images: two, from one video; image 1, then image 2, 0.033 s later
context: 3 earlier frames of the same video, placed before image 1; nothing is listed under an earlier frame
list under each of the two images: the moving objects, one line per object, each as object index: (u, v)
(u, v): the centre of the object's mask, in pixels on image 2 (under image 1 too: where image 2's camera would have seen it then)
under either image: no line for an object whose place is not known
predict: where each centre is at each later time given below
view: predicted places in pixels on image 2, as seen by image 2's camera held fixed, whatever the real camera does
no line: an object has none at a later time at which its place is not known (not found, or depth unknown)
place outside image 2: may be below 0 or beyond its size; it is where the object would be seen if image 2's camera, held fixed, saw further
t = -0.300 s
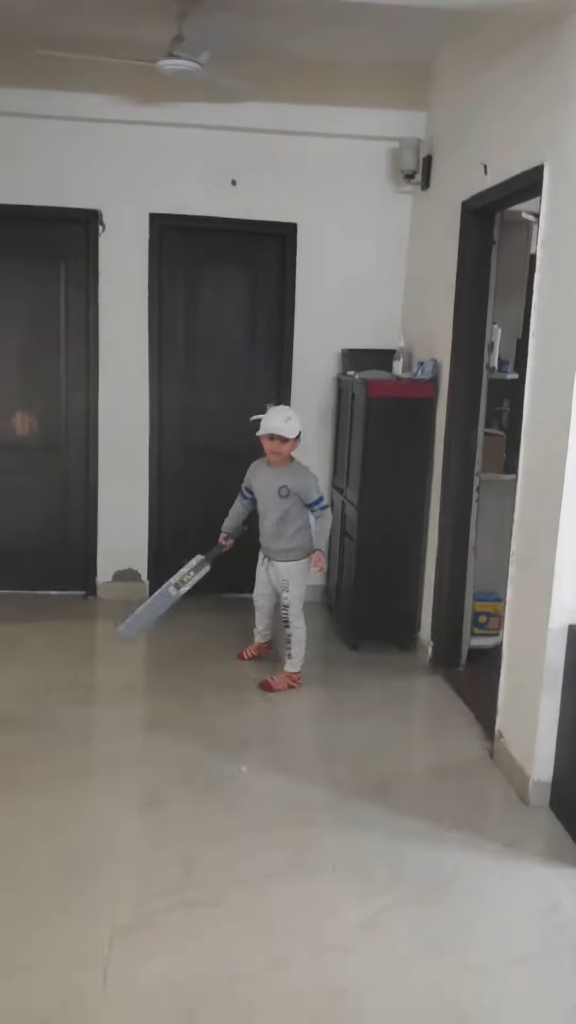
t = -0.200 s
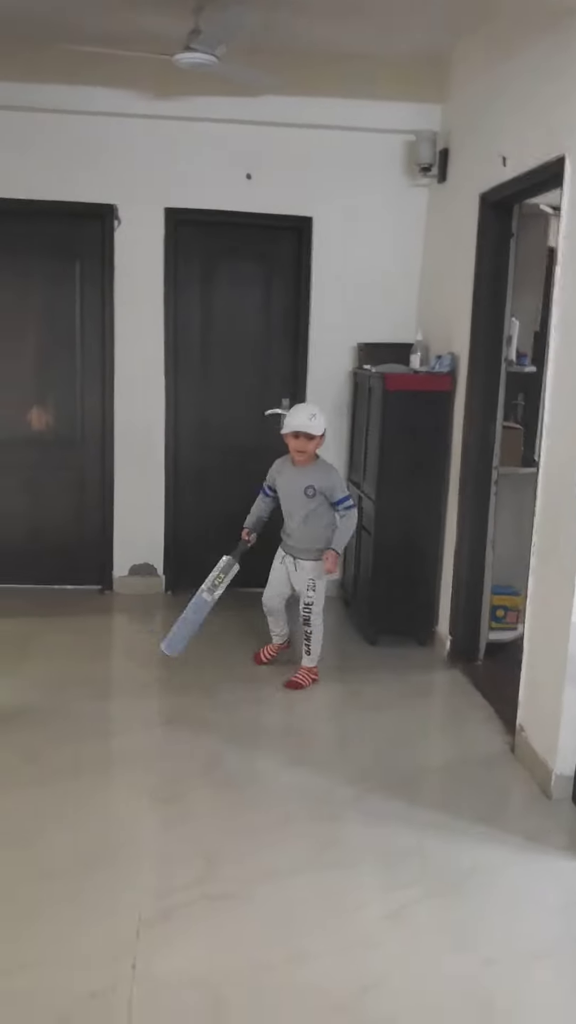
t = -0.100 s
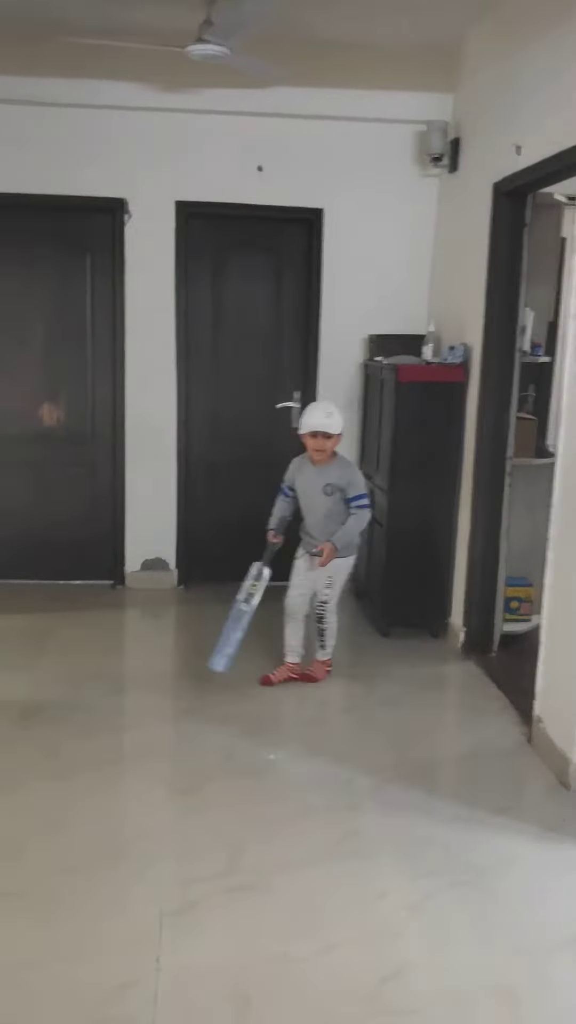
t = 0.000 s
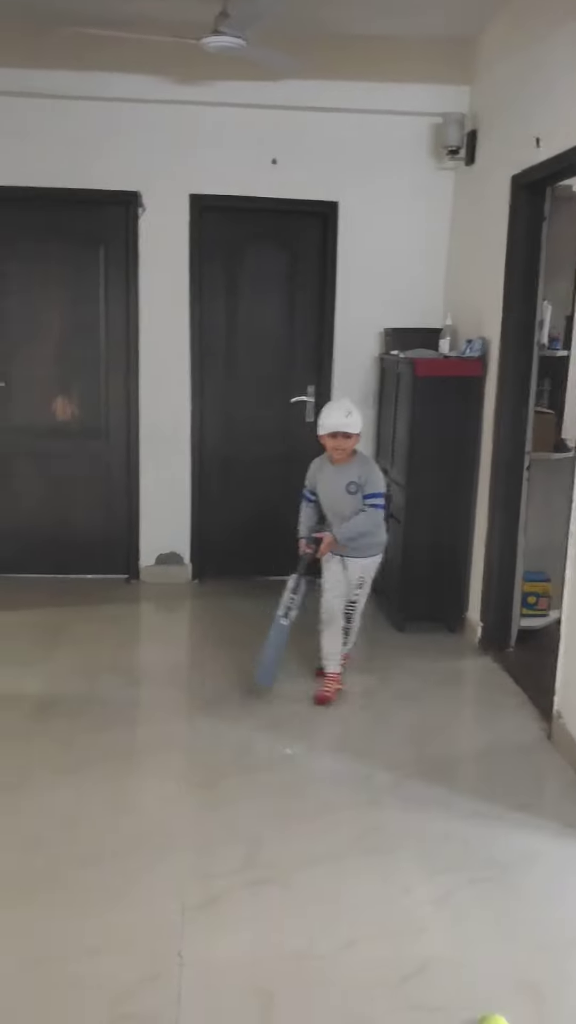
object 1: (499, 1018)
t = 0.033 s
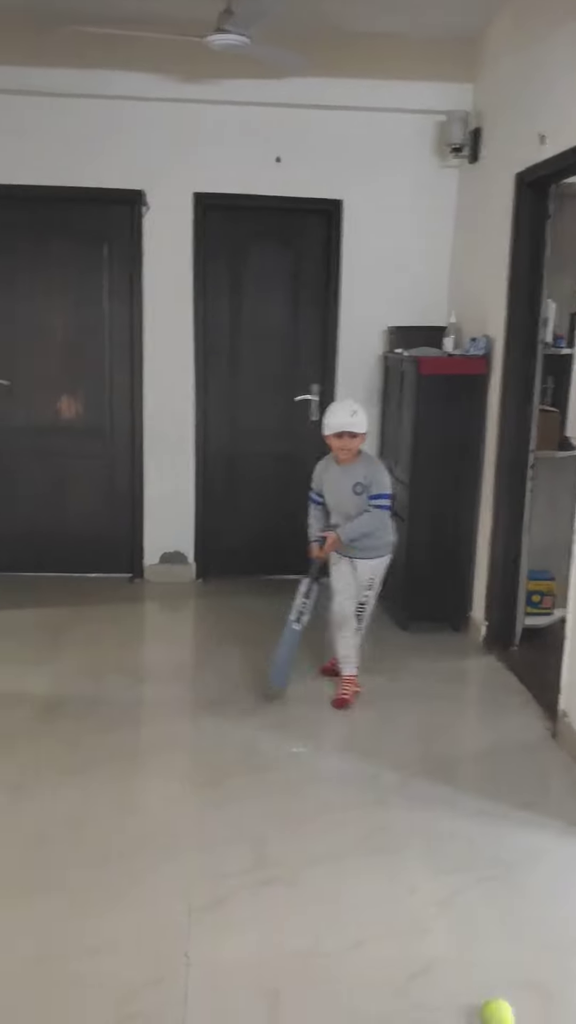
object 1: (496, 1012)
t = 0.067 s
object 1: (493, 1007)
